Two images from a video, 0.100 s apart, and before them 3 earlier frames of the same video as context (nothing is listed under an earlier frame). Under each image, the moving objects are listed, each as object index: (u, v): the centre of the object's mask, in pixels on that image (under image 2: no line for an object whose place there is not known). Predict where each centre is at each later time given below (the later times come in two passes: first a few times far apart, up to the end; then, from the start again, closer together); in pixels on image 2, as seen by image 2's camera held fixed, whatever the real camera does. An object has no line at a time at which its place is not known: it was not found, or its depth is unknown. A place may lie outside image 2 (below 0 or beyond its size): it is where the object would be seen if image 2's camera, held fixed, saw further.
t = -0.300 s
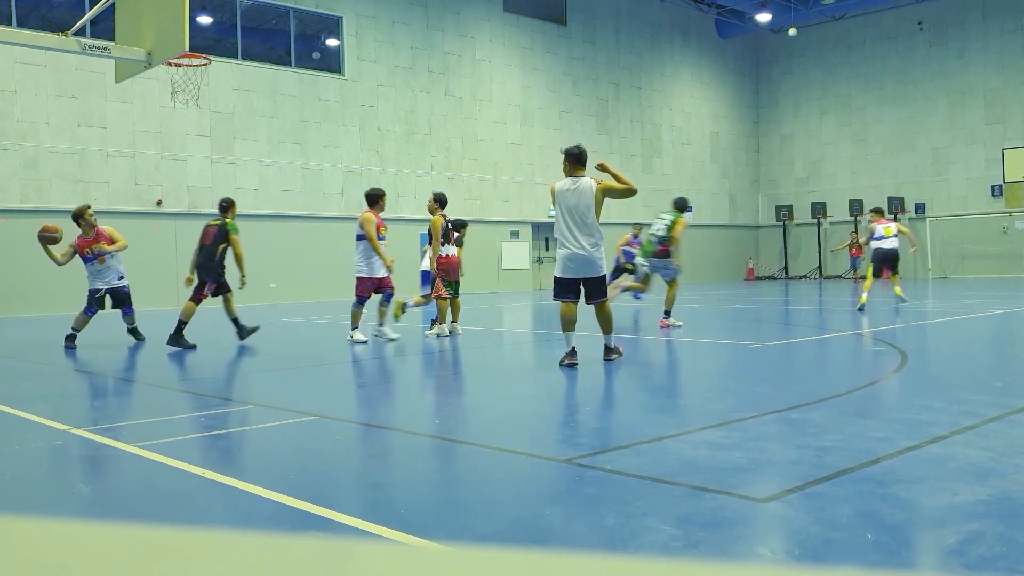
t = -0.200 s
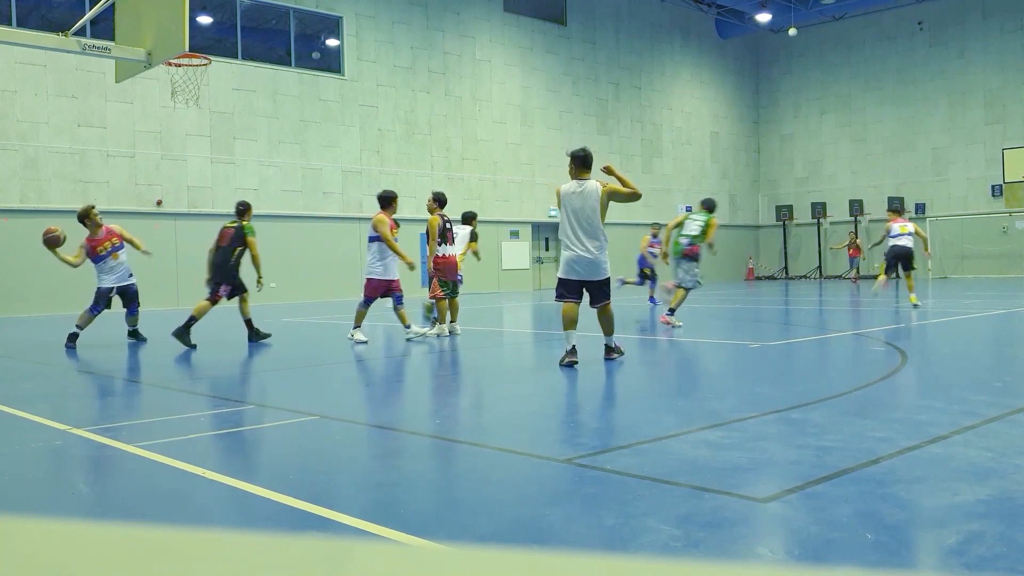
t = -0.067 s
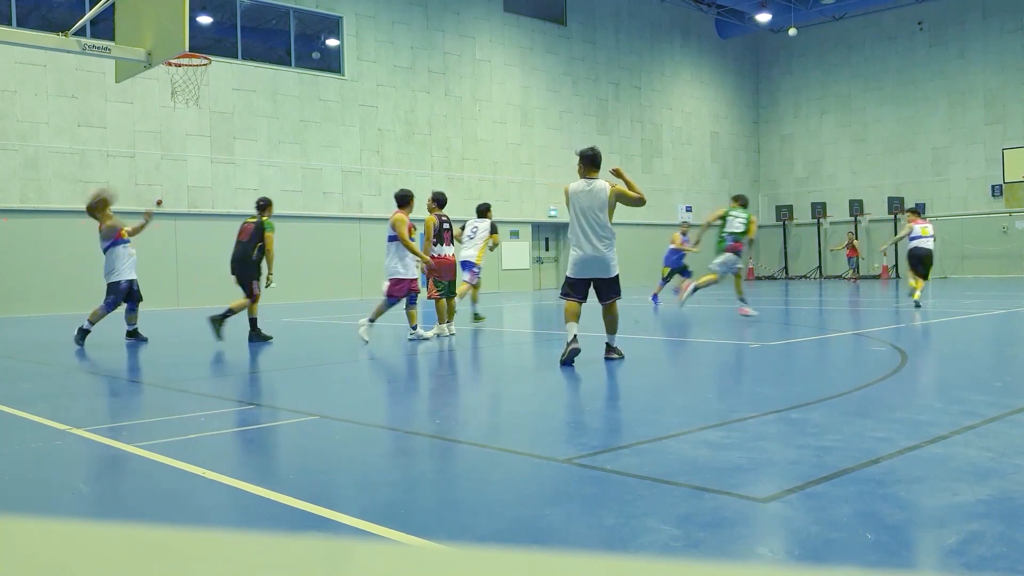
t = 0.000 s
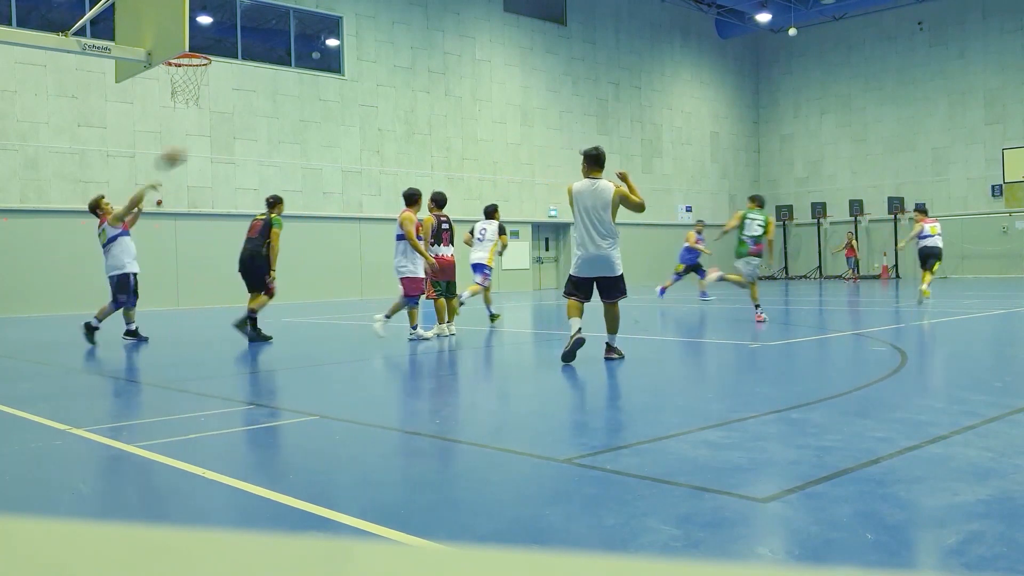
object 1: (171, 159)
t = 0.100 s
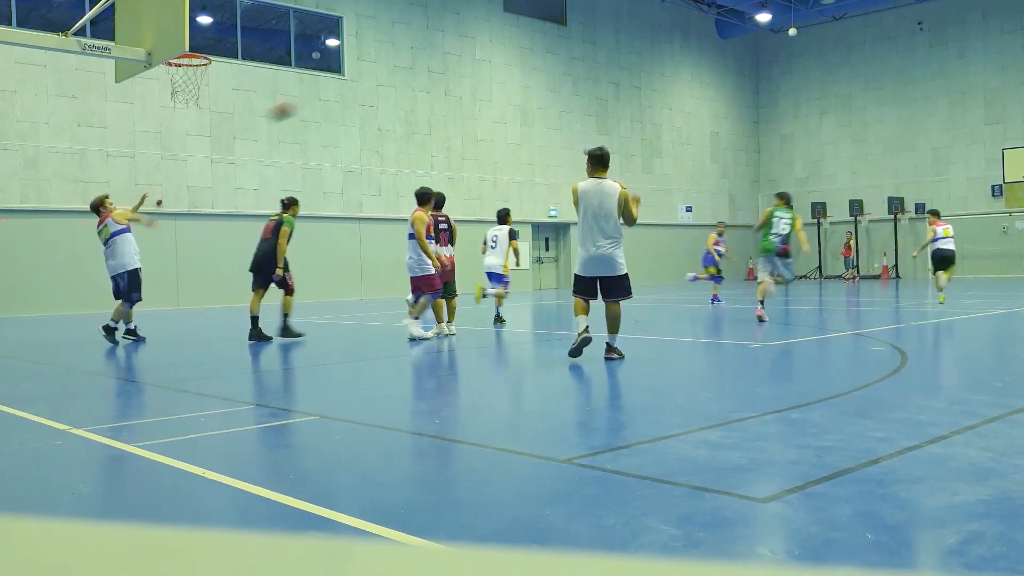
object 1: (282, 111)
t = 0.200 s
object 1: (378, 77)
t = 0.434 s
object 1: (554, 35)
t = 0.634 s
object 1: (675, 32)
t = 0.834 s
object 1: (774, 49)
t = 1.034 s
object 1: (855, 84)
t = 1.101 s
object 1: (880, 99)
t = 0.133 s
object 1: (315, 98)
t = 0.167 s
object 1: (346, 87)
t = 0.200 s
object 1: (378, 77)
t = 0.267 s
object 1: (433, 60)
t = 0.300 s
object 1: (459, 53)
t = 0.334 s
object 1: (484, 48)
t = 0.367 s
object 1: (510, 42)
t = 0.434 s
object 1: (554, 35)
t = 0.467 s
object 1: (577, 33)
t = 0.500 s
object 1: (597, 31)
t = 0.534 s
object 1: (617, 31)
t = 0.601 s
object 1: (657, 29)
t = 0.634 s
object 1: (675, 32)
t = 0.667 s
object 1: (693, 34)
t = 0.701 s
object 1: (710, 35)
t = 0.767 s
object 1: (744, 41)
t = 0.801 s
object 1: (758, 45)
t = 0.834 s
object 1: (774, 49)
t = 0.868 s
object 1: (789, 54)
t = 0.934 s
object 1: (817, 66)
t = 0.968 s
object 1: (830, 72)
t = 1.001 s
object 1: (843, 77)
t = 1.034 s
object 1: (855, 84)
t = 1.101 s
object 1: (880, 99)
